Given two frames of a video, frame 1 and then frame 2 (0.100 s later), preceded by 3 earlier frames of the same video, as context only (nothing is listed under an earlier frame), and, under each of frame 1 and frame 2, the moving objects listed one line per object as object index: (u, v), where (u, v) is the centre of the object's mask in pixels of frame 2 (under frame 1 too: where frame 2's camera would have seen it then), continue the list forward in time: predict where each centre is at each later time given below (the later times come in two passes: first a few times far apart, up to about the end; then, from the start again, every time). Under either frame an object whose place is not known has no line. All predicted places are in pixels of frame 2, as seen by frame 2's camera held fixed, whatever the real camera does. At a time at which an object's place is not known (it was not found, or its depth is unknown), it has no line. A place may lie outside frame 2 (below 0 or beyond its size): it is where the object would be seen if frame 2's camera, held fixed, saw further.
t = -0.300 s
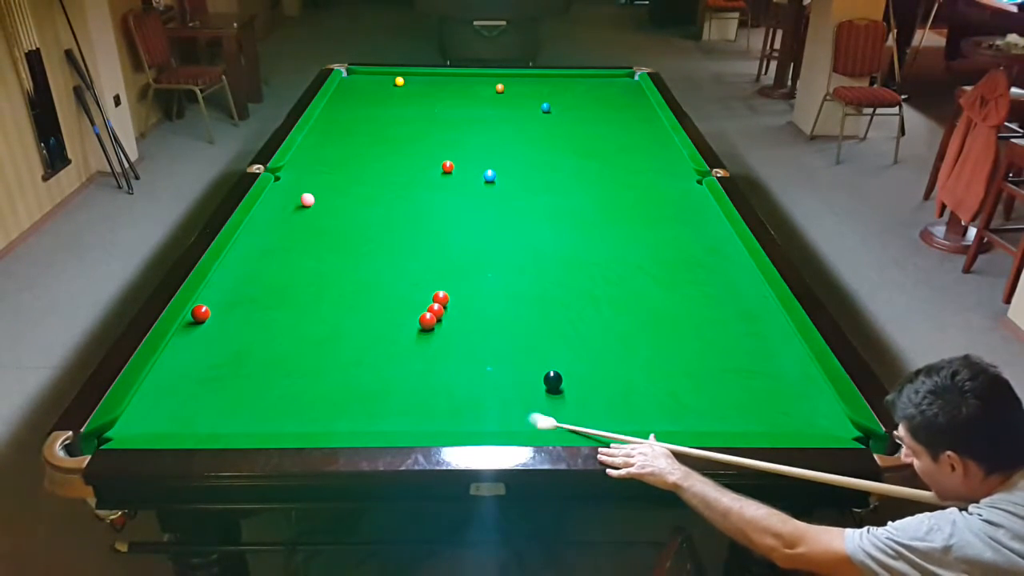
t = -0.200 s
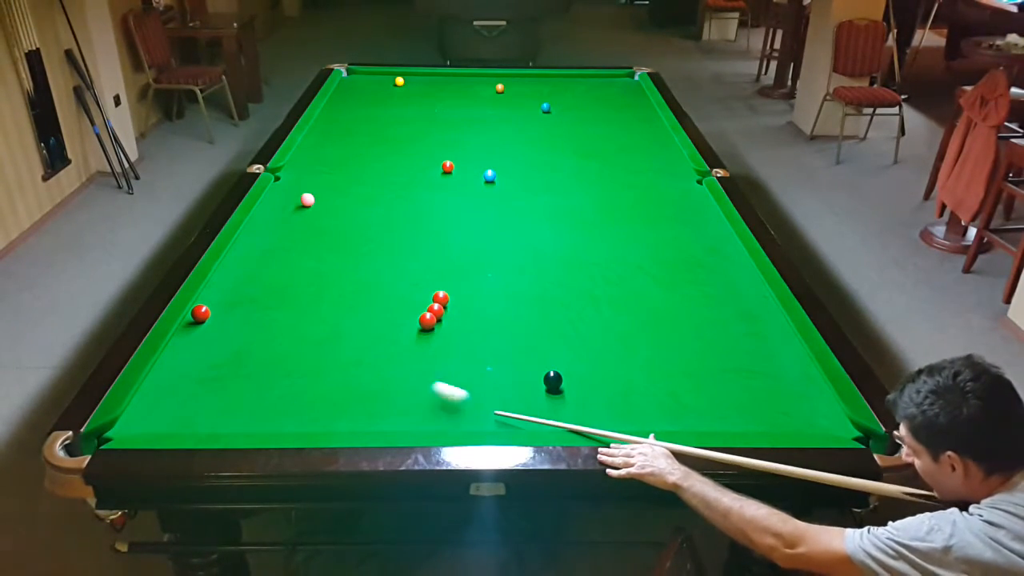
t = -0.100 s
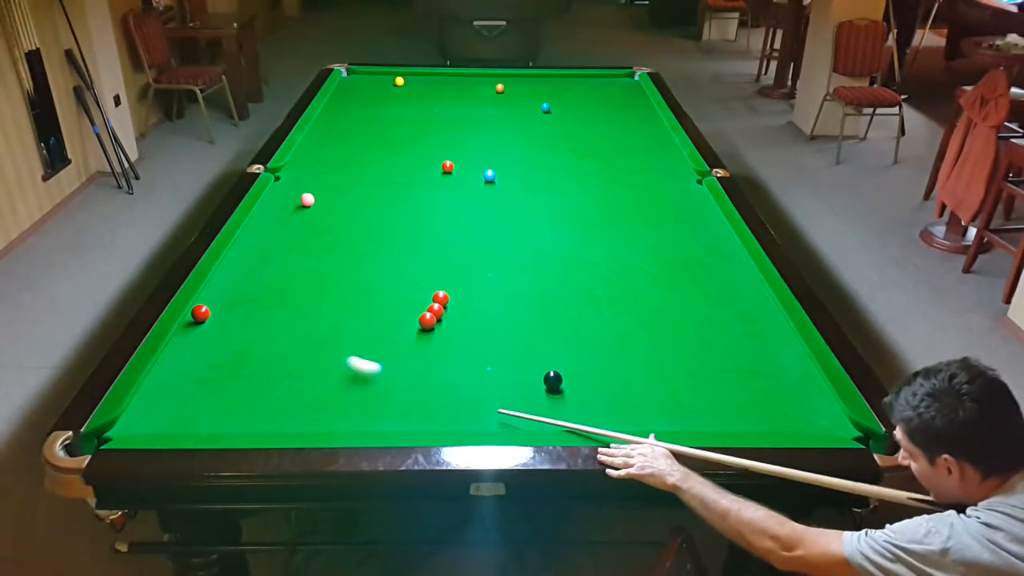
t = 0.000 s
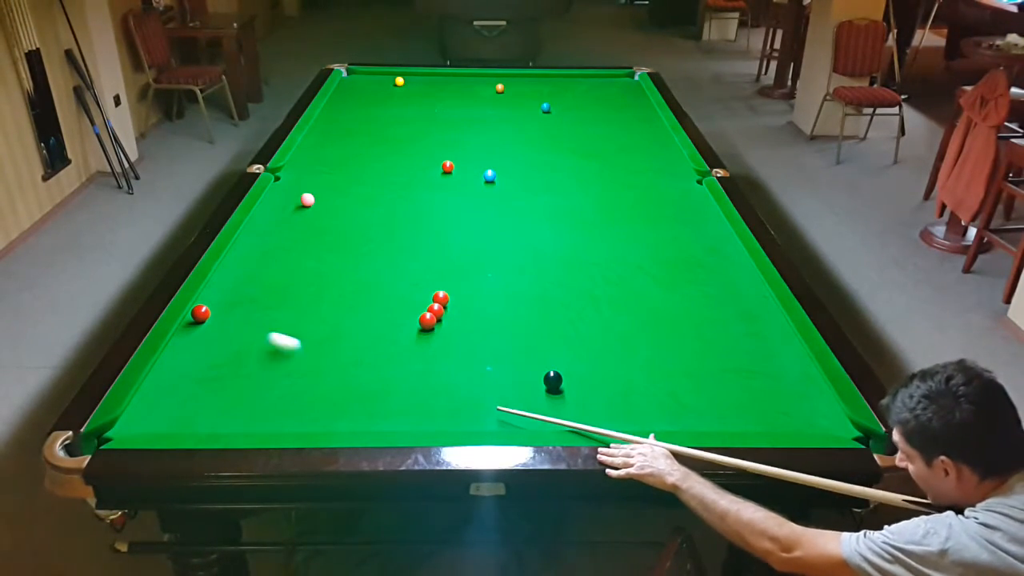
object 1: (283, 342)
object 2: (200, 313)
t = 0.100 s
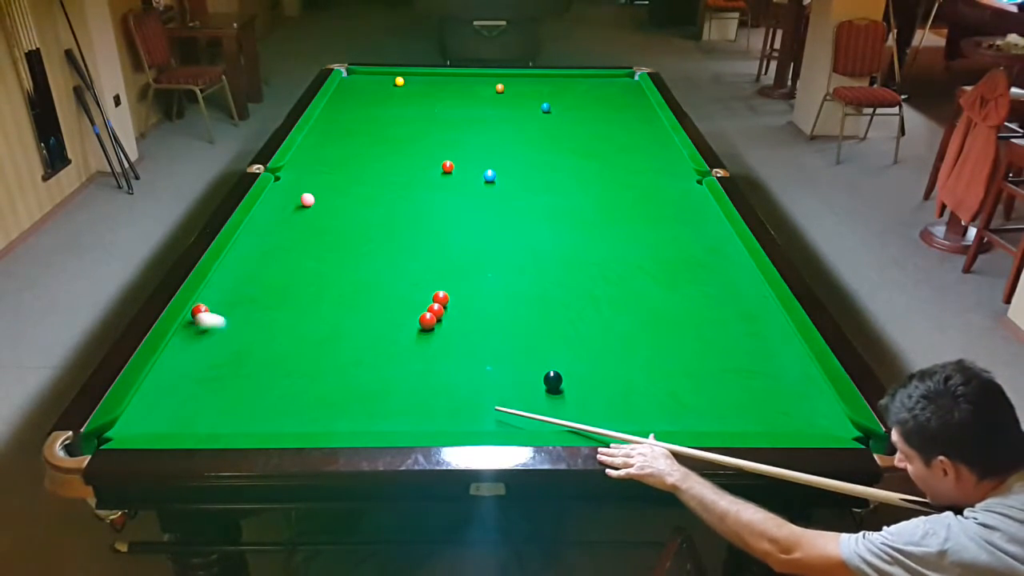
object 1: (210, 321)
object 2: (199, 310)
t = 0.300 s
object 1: (221, 336)
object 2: (278, 281)
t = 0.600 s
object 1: (258, 344)
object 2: (369, 252)
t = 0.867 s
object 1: (284, 349)
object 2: (436, 231)
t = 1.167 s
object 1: (310, 352)
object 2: (502, 210)
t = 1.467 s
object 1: (333, 356)
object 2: (558, 191)
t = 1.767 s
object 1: (351, 360)
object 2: (607, 175)
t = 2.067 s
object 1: (367, 363)
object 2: (649, 161)
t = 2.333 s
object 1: (378, 366)
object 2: (669, 150)
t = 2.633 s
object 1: (387, 367)
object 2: (641, 143)
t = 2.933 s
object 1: (393, 369)
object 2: (617, 137)
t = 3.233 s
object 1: (395, 370)
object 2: (595, 132)
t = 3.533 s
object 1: (395, 370)
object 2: (576, 127)
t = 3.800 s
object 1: (395, 370)
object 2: (561, 123)
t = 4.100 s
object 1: (395, 370)
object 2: (546, 119)
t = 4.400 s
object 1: (395, 371)
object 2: (532, 115)
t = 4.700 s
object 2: (521, 112)
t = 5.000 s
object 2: (511, 110)
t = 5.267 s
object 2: (503, 108)
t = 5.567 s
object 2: (497, 106)
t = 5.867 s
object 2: (491, 105)
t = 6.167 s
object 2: (487, 104)
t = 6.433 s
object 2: (485, 103)
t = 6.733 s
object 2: (484, 103)
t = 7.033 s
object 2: (484, 103)
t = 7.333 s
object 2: (484, 103)
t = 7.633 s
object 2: (484, 103)
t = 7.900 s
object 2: (484, 103)
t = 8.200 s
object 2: (484, 103)
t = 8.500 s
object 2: (484, 103)
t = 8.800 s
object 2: (484, 103)
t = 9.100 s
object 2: (484, 103)
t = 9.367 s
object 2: (484, 103)
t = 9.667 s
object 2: (484, 103)
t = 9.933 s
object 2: (484, 103)
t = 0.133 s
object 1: (195, 323)
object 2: (207, 304)
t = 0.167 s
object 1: (191, 326)
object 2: (223, 299)
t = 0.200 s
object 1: (200, 329)
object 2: (238, 294)
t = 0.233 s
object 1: (207, 332)
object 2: (252, 289)
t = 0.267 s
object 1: (215, 334)
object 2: (265, 285)
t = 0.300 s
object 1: (221, 336)
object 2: (278, 281)
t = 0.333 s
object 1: (227, 338)
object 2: (289, 277)
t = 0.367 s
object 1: (233, 339)
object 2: (300, 274)
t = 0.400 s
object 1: (237, 340)
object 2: (311, 271)
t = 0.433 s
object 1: (241, 341)
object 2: (321, 267)
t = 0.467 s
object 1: (245, 342)
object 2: (331, 264)
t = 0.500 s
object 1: (248, 342)
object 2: (341, 261)
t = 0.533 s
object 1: (252, 343)
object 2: (350, 258)
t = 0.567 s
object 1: (255, 343)
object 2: (360, 255)
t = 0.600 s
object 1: (258, 344)
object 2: (369, 252)
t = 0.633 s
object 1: (262, 345)
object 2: (378, 249)
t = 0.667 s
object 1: (265, 345)
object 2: (387, 247)
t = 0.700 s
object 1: (268, 346)
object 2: (395, 244)
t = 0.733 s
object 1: (272, 346)
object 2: (404, 241)
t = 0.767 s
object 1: (274, 347)
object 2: (412, 238)
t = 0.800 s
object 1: (278, 347)
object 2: (420, 236)
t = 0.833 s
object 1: (281, 348)
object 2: (429, 233)
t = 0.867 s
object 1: (284, 349)
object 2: (436, 231)
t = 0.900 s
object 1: (287, 349)
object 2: (444, 228)
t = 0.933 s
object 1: (290, 350)
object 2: (452, 226)
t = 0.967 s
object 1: (293, 350)
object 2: (459, 223)
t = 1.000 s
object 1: (296, 350)
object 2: (467, 221)
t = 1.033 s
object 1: (299, 351)
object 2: (474, 219)
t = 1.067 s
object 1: (302, 351)
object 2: (481, 216)
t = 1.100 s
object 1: (304, 352)
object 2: (488, 214)
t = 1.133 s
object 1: (307, 352)
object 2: (495, 212)
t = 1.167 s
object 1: (310, 352)
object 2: (502, 210)
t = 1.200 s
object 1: (313, 353)
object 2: (508, 208)
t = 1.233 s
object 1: (315, 353)
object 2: (515, 206)
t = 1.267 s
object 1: (318, 354)
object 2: (521, 203)
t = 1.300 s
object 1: (320, 354)
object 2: (528, 201)
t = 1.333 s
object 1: (323, 355)
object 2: (534, 199)
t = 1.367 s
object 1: (326, 355)
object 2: (540, 197)
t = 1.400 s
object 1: (328, 355)
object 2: (546, 195)
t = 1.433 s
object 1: (330, 356)
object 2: (552, 193)
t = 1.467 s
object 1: (333, 356)
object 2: (558, 191)
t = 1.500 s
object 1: (335, 357)
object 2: (563, 189)
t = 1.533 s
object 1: (337, 357)
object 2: (569, 187)
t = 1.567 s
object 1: (339, 357)
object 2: (574, 186)
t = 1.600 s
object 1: (341, 358)
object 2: (580, 184)
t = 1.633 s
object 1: (343, 358)
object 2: (586, 182)
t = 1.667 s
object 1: (345, 358)
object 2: (591, 180)
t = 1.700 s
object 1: (348, 358)
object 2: (596, 179)
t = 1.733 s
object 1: (349, 359)
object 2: (602, 177)
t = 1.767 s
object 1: (351, 360)
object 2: (607, 175)
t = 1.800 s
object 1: (353, 360)
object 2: (612, 174)
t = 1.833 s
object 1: (355, 360)
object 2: (617, 172)
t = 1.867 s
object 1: (357, 361)
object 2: (622, 171)
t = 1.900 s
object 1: (358, 361)
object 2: (626, 169)
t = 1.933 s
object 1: (360, 362)
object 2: (631, 167)
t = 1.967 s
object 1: (362, 362)
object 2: (636, 165)
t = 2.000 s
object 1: (364, 362)
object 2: (641, 164)
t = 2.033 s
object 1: (365, 363)
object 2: (645, 163)
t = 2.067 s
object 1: (367, 363)
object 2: (649, 161)
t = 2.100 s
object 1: (368, 363)
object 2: (654, 159)
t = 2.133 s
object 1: (370, 364)
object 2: (658, 158)
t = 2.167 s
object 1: (371, 364)
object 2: (663, 156)
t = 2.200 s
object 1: (373, 365)
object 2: (667, 155)
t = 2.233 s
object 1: (374, 365)
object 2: (671, 154)
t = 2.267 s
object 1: (375, 365)
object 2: (675, 152)
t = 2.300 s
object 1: (376, 365)
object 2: (673, 151)
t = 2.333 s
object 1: (378, 366)
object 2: (669, 150)
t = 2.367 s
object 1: (379, 366)
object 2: (666, 150)
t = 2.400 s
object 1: (380, 366)
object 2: (663, 149)
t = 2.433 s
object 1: (381, 366)
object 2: (659, 148)
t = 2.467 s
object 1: (382, 367)
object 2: (656, 147)
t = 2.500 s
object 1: (383, 367)
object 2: (653, 146)
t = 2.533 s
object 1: (384, 367)
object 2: (650, 146)
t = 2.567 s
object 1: (385, 367)
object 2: (647, 145)
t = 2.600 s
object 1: (386, 367)
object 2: (644, 144)
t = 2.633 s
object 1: (387, 367)
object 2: (641, 143)
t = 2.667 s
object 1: (387, 368)
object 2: (638, 143)
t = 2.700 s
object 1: (388, 368)
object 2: (635, 142)
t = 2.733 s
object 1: (389, 368)
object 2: (633, 141)
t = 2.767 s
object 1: (390, 368)
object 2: (630, 140)
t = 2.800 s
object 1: (390, 369)
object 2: (627, 140)
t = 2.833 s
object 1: (391, 369)
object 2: (625, 139)
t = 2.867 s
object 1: (392, 369)
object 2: (622, 138)
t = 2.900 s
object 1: (392, 369)
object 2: (619, 138)
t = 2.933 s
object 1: (393, 369)
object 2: (617, 137)
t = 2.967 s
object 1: (393, 369)
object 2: (614, 137)
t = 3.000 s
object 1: (394, 369)
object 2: (611, 136)
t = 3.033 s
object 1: (394, 369)
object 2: (609, 135)
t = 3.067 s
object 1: (394, 369)
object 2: (606, 134)
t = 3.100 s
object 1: (395, 370)
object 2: (604, 134)
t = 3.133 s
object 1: (395, 370)
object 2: (602, 133)
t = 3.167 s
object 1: (395, 370)
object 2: (599, 133)
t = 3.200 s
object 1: (395, 370)
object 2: (597, 132)
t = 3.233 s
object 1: (395, 370)
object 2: (595, 132)
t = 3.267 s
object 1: (395, 370)
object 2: (593, 131)
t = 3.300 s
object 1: (395, 370)
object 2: (591, 130)
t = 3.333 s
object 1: (395, 370)
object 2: (588, 130)
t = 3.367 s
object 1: (395, 370)
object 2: (586, 129)
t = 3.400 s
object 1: (395, 370)
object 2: (584, 129)
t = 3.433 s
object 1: (395, 370)
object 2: (582, 128)
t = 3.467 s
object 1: (395, 370)
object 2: (580, 128)
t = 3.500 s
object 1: (395, 370)
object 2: (578, 127)
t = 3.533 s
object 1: (395, 370)
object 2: (576, 127)
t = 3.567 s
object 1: (395, 370)
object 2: (574, 126)
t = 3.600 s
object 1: (395, 370)
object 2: (572, 125)
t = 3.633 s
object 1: (395, 370)
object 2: (570, 125)
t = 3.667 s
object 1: (395, 370)
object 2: (568, 125)
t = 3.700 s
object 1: (395, 370)
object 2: (566, 124)
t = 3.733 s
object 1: (395, 370)
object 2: (565, 123)
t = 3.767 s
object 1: (395, 370)
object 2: (563, 123)
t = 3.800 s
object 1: (395, 370)
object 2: (561, 123)
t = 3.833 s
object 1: (395, 370)
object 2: (559, 122)
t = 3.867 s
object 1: (395, 370)
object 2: (558, 122)
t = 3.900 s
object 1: (395, 370)
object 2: (556, 121)
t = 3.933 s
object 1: (395, 370)
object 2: (554, 121)
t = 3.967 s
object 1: (395, 370)
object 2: (552, 120)
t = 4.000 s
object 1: (395, 370)
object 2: (551, 120)
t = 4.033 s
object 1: (395, 370)
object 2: (549, 120)
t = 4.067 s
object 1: (395, 370)
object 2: (547, 119)
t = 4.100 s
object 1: (395, 370)
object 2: (546, 119)
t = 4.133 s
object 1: (395, 371)
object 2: (544, 118)
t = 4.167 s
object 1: (395, 370)
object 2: (543, 118)
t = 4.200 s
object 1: (395, 370)
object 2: (541, 118)
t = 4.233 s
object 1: (395, 370)
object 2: (540, 117)
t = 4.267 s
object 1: (395, 370)
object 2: (538, 117)
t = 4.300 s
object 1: (395, 370)
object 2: (537, 116)
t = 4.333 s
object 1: (395, 370)
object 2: (535, 116)
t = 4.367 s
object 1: (395, 370)
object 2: (534, 116)
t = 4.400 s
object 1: (395, 371)
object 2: (532, 115)
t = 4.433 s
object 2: (531, 115)
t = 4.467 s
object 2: (530, 115)
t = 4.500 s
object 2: (528, 114)
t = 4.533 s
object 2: (527, 114)
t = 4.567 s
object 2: (526, 114)
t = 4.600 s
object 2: (524, 114)
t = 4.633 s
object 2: (523, 113)
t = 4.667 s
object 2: (522, 113)
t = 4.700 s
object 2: (521, 112)
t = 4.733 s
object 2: (520, 112)
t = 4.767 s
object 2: (519, 112)
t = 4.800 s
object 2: (517, 112)
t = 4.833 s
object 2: (516, 111)
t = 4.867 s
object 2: (515, 111)
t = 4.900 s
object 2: (514, 111)
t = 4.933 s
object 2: (513, 110)
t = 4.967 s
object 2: (512, 110)
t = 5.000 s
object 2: (511, 110)
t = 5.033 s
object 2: (510, 110)
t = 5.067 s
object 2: (509, 109)
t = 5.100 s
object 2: (508, 109)
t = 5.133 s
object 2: (507, 109)
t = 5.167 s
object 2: (506, 109)
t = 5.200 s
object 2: (505, 108)
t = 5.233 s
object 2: (504, 108)
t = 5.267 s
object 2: (503, 108)
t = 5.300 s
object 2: (503, 108)
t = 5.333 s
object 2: (502, 108)
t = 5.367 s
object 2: (501, 107)
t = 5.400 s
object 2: (500, 107)
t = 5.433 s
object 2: (500, 107)
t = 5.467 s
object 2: (499, 107)
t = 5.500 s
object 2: (498, 106)
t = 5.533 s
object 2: (497, 106)
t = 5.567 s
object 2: (497, 106)
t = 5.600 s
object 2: (496, 106)
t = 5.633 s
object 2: (495, 106)
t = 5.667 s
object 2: (495, 106)
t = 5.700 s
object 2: (494, 105)
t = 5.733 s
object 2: (494, 105)
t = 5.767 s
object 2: (493, 105)
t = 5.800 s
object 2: (492, 105)
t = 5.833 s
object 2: (492, 105)
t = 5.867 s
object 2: (491, 105)
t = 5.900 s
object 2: (491, 105)
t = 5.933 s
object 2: (490, 105)
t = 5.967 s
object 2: (490, 104)
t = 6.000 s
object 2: (489, 104)
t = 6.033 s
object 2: (489, 104)
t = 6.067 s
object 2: (488, 104)
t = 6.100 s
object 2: (488, 104)
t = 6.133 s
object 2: (488, 104)
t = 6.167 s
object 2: (487, 104)
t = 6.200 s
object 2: (487, 104)
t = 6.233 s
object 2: (487, 104)
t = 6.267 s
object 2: (486, 104)
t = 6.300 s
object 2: (486, 104)
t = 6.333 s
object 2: (486, 104)
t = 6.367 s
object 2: (485, 103)
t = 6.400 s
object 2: (485, 104)
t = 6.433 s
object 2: (485, 103)
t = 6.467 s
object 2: (485, 103)
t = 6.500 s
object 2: (485, 103)
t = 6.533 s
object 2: (484, 103)
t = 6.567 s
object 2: (484, 103)
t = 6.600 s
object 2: (484, 103)
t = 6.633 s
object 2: (484, 103)
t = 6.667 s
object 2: (484, 103)
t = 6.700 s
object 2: (484, 103)
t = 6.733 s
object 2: (484, 103)
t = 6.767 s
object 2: (484, 103)
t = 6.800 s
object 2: (484, 103)
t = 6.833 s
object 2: (484, 103)
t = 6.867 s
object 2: (484, 103)
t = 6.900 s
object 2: (484, 103)
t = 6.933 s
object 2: (484, 103)
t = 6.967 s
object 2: (484, 103)
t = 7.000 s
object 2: (484, 103)
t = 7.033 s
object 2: (484, 103)
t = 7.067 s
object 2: (484, 103)
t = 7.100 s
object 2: (484, 103)
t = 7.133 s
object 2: (484, 103)
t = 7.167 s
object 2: (484, 103)
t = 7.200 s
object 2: (484, 103)
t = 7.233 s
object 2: (484, 103)
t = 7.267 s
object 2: (484, 103)
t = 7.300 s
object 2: (484, 103)
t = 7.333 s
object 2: (484, 103)
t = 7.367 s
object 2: (484, 103)
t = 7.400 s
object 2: (484, 103)
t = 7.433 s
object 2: (484, 103)
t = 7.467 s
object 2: (484, 103)
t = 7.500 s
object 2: (484, 103)
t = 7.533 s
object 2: (484, 103)
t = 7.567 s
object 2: (484, 103)
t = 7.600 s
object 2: (484, 103)
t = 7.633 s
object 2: (484, 103)
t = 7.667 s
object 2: (484, 103)
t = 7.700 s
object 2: (484, 103)
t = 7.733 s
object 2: (484, 103)
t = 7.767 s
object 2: (484, 103)
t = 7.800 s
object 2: (484, 103)
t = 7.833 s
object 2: (484, 103)
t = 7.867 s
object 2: (484, 103)
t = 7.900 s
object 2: (484, 103)
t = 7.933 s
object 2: (484, 103)
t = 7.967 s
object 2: (484, 103)
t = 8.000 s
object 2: (484, 103)
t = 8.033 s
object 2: (484, 103)
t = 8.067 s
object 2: (484, 103)
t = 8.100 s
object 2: (484, 103)
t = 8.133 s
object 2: (484, 103)
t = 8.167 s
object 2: (484, 103)
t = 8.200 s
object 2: (484, 103)
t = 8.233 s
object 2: (484, 103)
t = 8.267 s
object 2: (484, 103)
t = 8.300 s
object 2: (484, 103)
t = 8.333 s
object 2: (484, 103)
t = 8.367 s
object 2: (484, 103)
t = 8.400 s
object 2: (484, 103)
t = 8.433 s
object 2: (484, 103)
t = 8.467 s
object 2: (484, 103)
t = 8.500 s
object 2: (484, 103)
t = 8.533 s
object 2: (484, 103)
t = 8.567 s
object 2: (484, 103)
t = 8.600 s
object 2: (484, 103)
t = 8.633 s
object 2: (484, 103)
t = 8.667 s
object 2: (484, 103)
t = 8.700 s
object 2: (484, 103)
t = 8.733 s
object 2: (484, 103)
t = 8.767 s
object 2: (484, 103)
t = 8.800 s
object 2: (484, 103)
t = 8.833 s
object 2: (484, 103)
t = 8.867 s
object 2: (484, 103)
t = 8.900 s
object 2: (484, 103)
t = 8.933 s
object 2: (484, 103)
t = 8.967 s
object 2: (484, 103)
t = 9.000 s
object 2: (484, 103)
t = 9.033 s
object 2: (484, 103)
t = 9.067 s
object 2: (484, 103)
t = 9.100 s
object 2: (484, 103)
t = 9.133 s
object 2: (484, 103)
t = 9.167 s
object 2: (484, 103)
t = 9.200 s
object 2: (484, 103)
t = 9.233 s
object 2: (484, 103)
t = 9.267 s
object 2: (484, 103)
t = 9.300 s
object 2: (484, 103)
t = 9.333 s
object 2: (484, 103)
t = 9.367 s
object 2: (484, 103)
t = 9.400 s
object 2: (484, 103)
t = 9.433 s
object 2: (484, 103)
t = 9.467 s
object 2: (484, 103)
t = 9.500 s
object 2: (484, 103)
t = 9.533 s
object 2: (484, 103)
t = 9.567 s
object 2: (484, 103)
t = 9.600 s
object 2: (484, 103)
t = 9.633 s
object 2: (484, 103)
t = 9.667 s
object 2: (484, 103)
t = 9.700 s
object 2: (484, 103)
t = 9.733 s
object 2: (484, 103)
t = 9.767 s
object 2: (484, 103)
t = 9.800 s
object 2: (484, 103)
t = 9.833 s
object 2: (484, 103)
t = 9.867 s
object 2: (484, 103)
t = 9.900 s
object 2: (484, 103)
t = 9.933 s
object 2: (484, 103)
